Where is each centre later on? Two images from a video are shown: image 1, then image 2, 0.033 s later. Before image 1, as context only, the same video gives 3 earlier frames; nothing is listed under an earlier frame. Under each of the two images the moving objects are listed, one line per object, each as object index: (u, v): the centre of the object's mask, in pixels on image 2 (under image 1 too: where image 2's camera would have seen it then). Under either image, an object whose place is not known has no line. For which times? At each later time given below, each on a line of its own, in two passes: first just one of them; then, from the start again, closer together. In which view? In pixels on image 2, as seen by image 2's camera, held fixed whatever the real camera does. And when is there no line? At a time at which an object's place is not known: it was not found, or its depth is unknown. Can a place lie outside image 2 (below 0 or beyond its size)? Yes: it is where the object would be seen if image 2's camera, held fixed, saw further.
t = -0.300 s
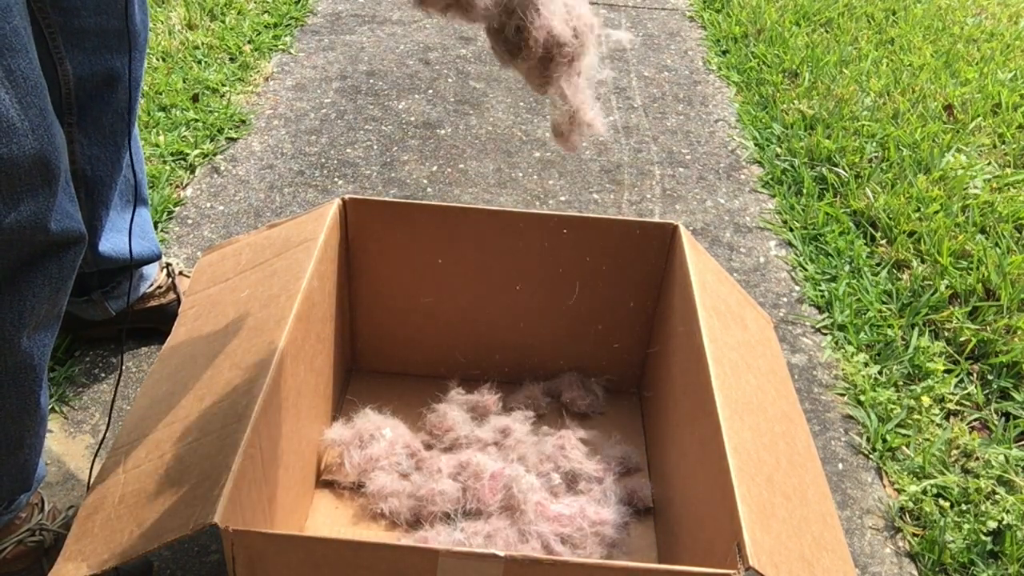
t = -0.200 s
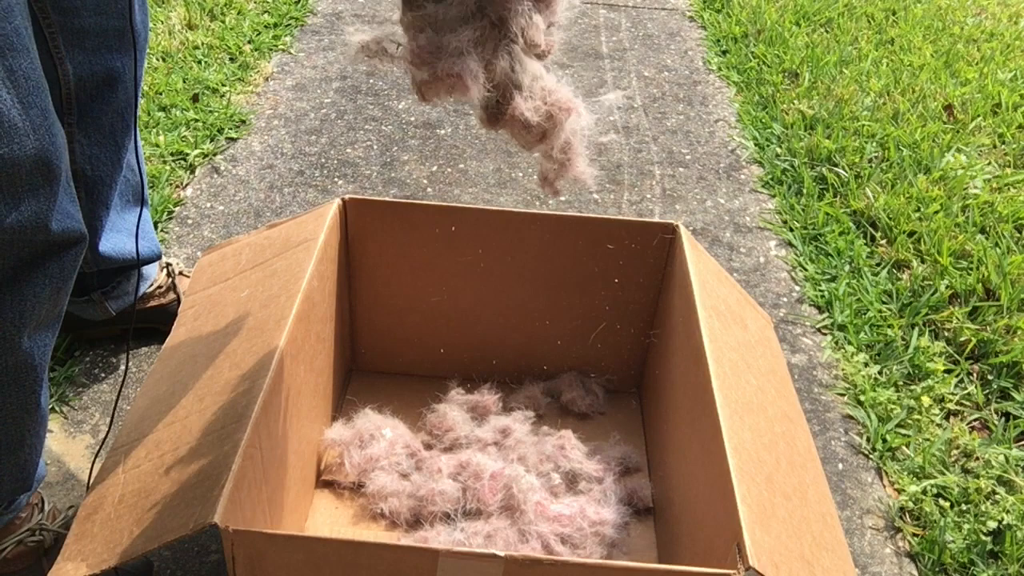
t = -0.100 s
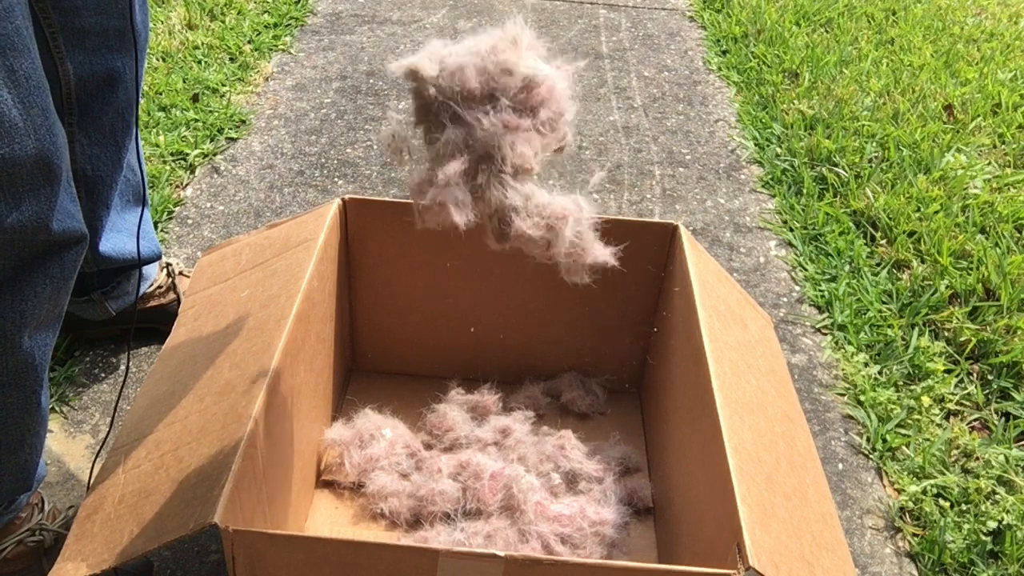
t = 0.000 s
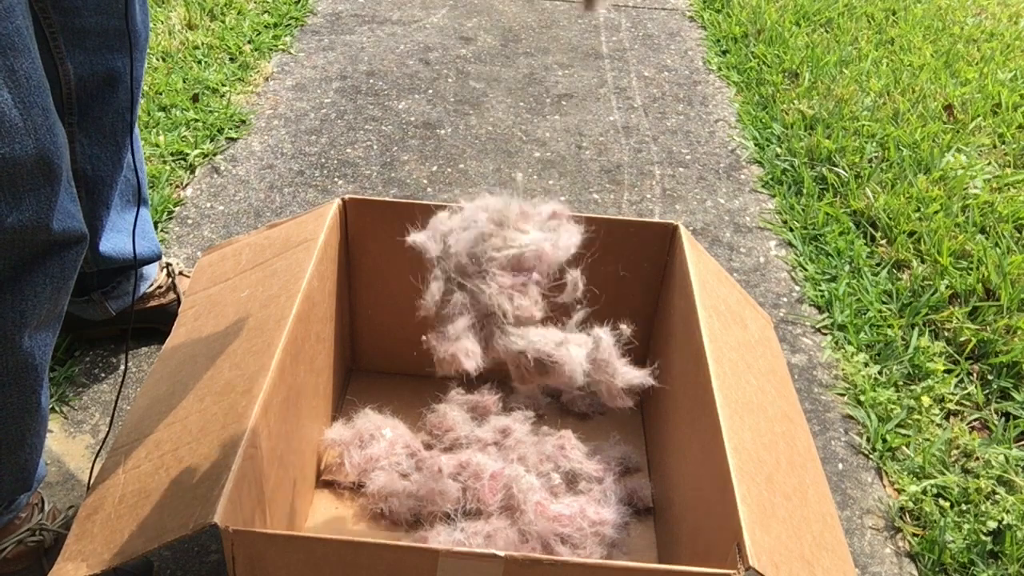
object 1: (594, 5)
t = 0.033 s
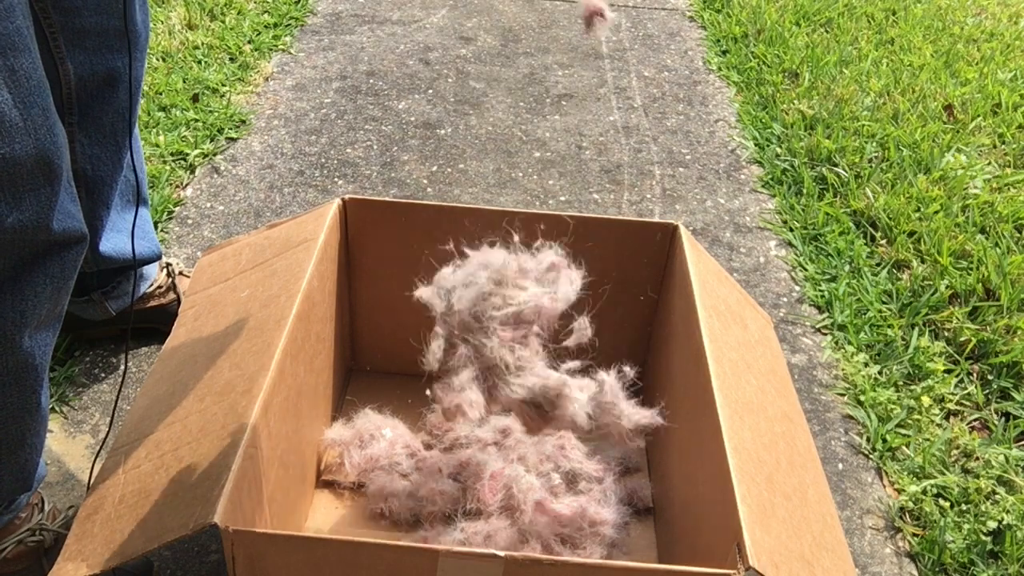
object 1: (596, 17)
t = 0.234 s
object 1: (566, 258)
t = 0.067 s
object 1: (592, 43)
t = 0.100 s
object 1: (589, 81)
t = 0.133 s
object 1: (585, 123)
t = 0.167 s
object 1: (579, 168)
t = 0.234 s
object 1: (566, 258)
